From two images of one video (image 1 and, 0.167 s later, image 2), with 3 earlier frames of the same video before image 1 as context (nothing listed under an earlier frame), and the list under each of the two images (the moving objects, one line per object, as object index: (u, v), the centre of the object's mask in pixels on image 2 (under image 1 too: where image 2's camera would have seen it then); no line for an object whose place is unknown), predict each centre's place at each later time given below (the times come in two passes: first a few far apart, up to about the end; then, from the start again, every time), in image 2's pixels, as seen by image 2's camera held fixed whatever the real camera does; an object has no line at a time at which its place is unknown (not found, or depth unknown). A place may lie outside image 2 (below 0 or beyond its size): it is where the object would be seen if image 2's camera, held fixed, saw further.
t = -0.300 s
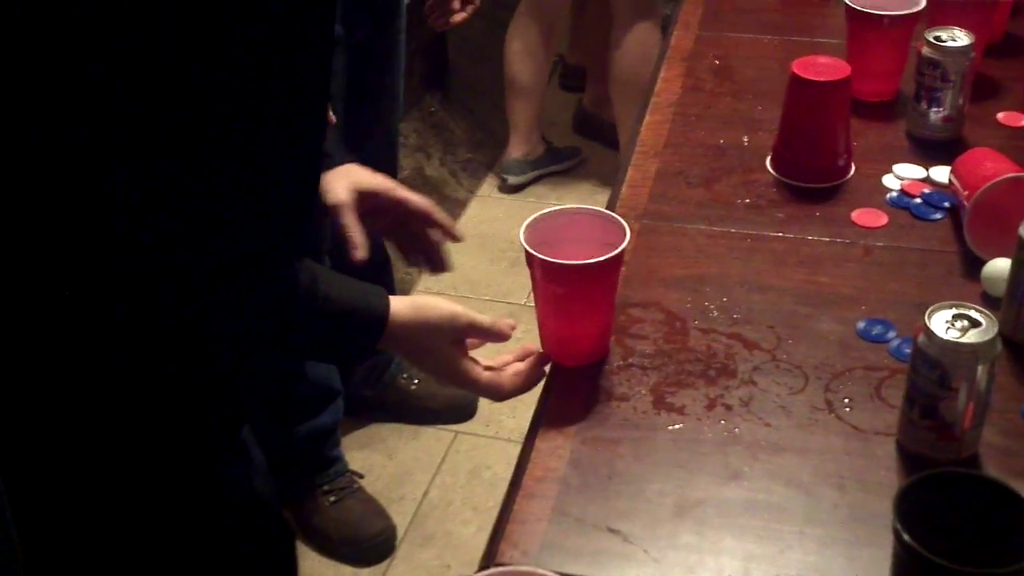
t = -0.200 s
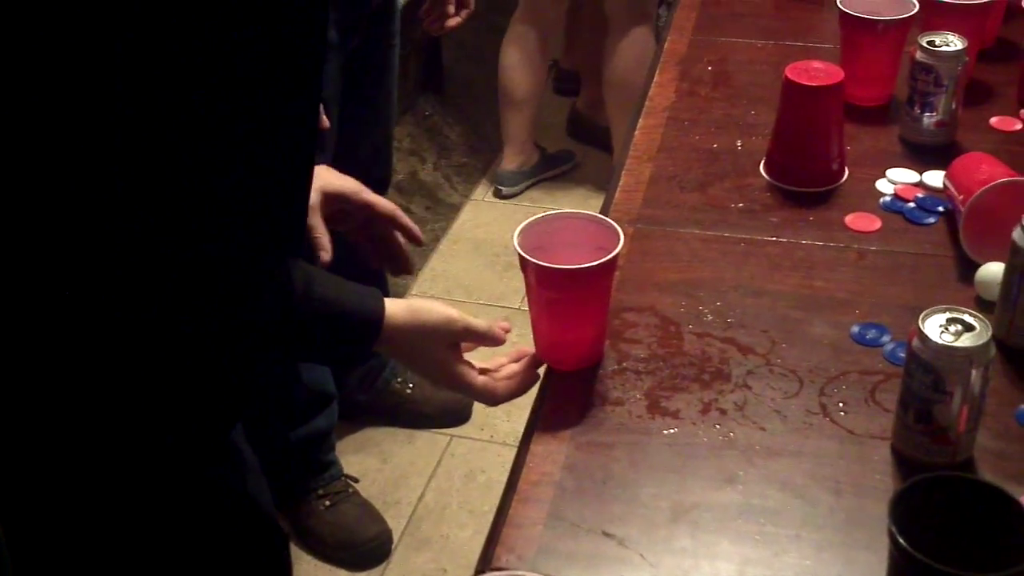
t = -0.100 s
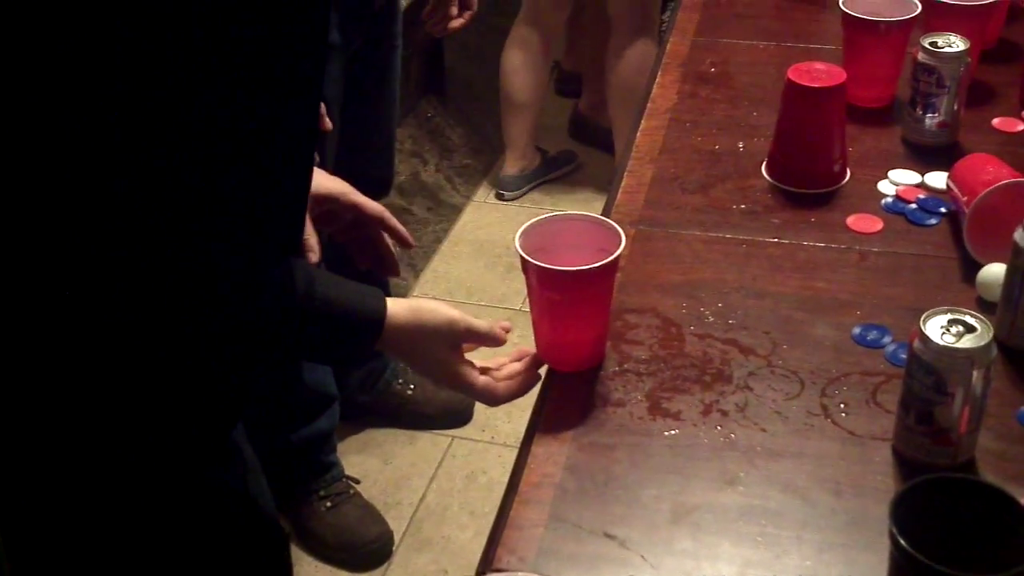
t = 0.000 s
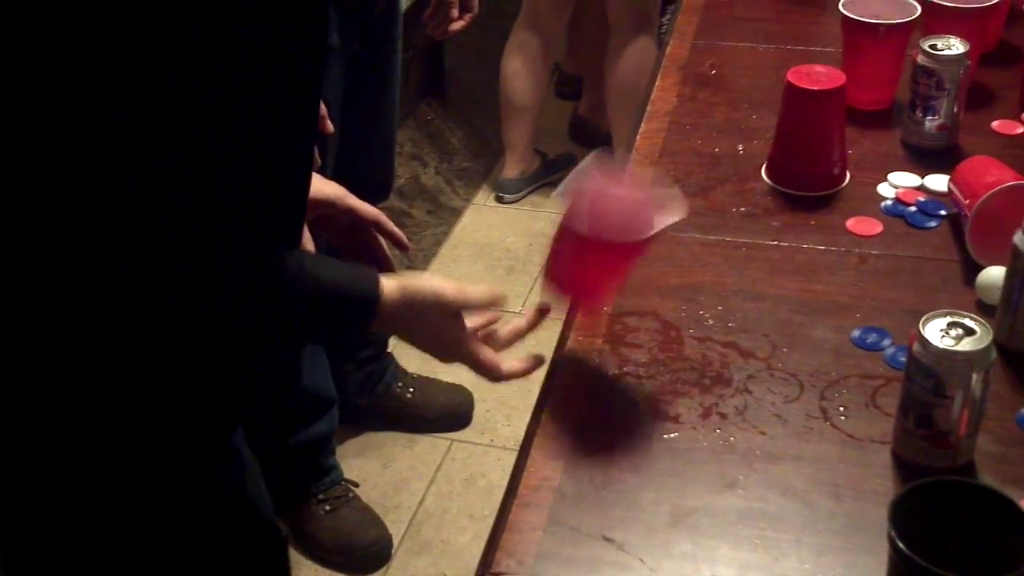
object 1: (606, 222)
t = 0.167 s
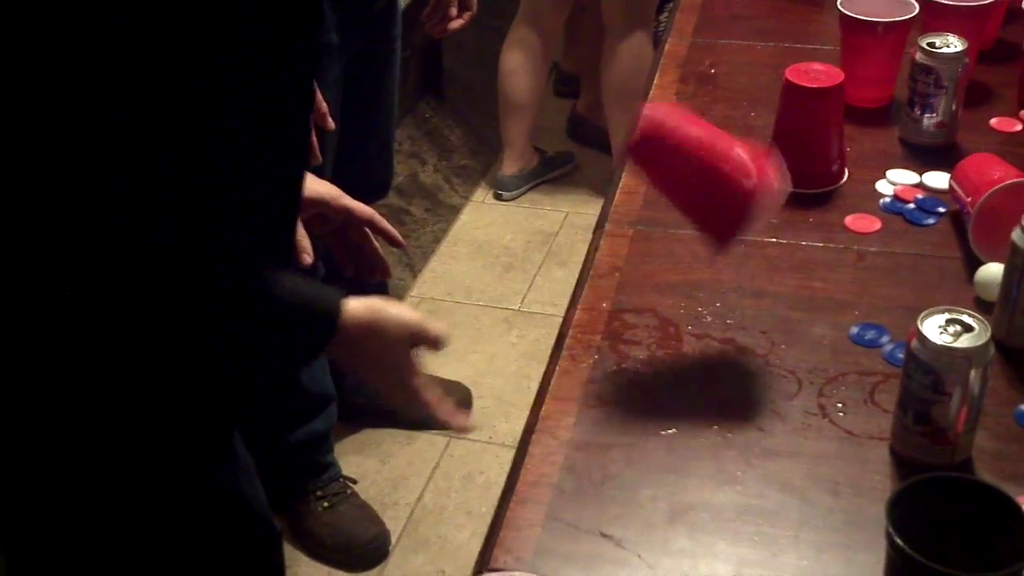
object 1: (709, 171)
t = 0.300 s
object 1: (765, 264)
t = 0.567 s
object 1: (896, 284)
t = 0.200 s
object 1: (724, 193)
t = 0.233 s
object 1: (735, 223)
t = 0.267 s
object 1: (748, 257)
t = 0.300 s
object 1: (765, 264)
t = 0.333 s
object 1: (781, 262)
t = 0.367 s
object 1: (798, 258)
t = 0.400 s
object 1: (820, 266)
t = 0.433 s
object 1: (842, 263)
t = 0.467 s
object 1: (852, 273)
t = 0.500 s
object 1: (864, 289)
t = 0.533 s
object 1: (879, 289)
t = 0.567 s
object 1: (896, 284)
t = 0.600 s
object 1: (907, 285)
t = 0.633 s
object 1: (919, 289)
